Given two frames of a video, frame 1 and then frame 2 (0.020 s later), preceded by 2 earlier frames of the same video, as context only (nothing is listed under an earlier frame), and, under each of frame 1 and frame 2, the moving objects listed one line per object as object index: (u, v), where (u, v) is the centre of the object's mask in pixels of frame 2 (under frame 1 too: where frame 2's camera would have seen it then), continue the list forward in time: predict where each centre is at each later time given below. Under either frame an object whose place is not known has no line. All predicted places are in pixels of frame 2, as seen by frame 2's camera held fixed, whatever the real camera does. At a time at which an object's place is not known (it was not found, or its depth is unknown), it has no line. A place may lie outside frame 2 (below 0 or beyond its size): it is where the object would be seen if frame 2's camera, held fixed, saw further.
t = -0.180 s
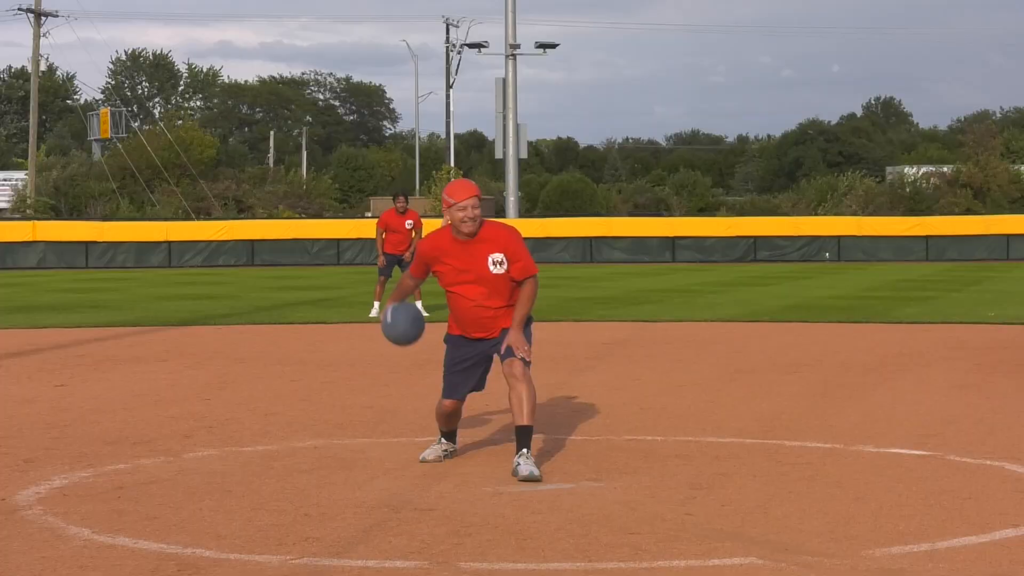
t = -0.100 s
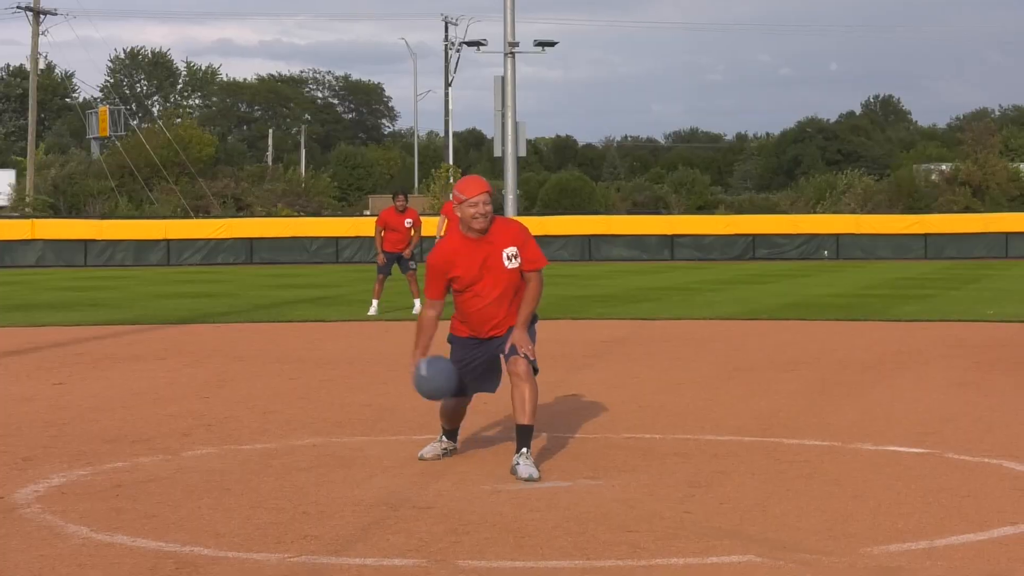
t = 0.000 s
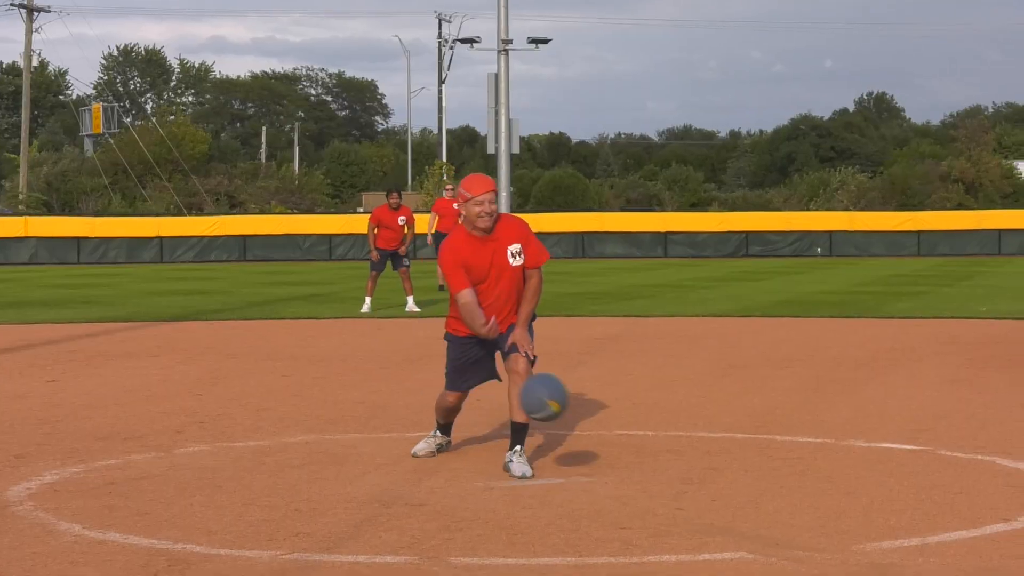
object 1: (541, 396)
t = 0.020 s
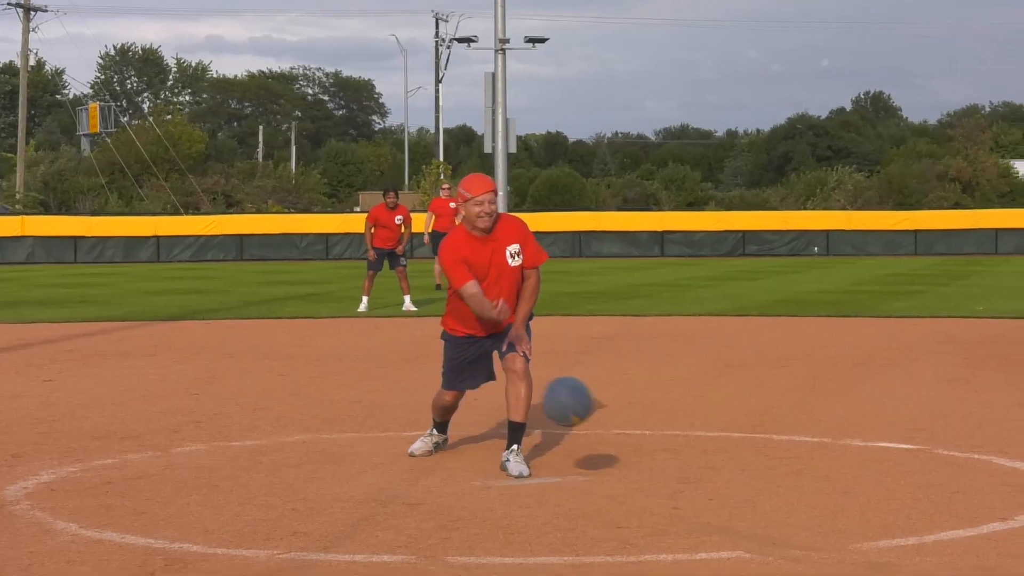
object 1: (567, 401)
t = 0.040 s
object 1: (594, 407)
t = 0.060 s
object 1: (621, 415)
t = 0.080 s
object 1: (650, 423)
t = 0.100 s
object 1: (680, 433)
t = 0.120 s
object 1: (711, 444)
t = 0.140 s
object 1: (743, 457)
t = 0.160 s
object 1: (777, 471)
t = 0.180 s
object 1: (812, 488)
